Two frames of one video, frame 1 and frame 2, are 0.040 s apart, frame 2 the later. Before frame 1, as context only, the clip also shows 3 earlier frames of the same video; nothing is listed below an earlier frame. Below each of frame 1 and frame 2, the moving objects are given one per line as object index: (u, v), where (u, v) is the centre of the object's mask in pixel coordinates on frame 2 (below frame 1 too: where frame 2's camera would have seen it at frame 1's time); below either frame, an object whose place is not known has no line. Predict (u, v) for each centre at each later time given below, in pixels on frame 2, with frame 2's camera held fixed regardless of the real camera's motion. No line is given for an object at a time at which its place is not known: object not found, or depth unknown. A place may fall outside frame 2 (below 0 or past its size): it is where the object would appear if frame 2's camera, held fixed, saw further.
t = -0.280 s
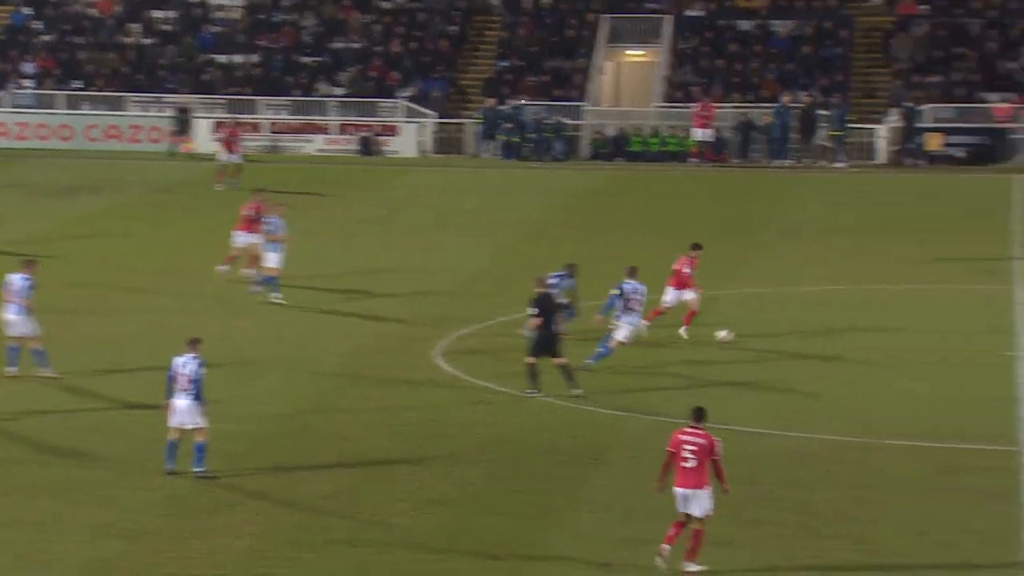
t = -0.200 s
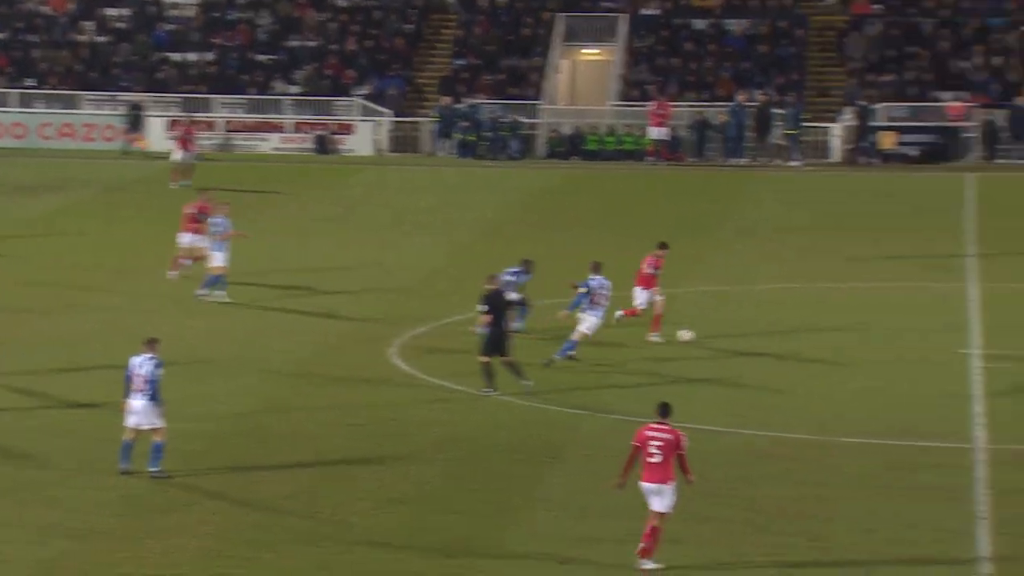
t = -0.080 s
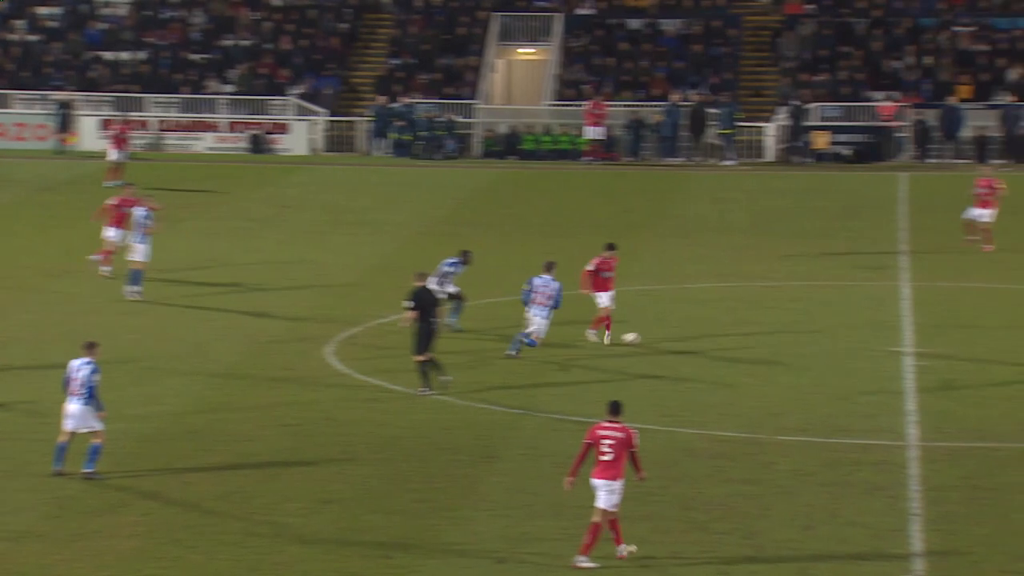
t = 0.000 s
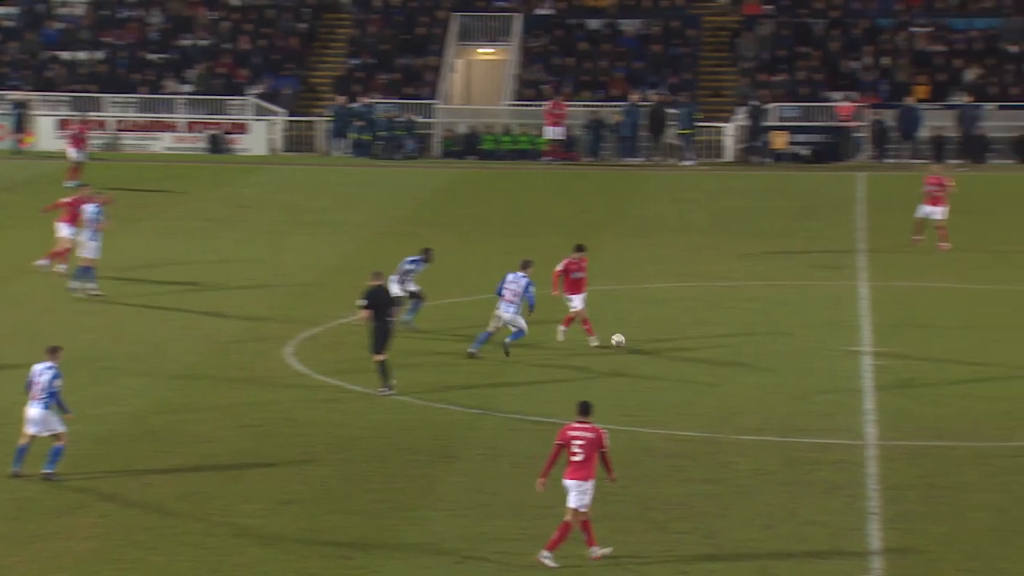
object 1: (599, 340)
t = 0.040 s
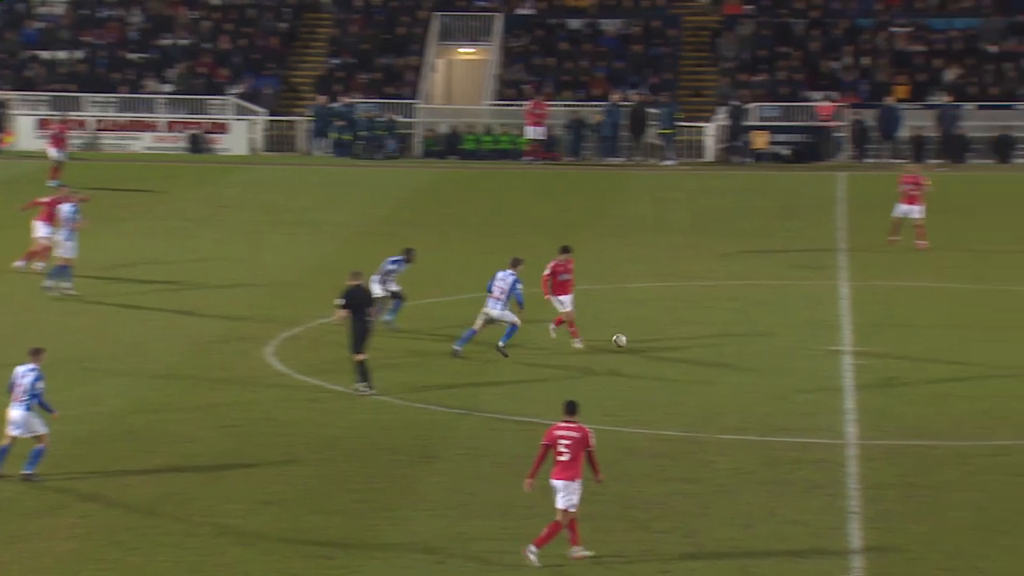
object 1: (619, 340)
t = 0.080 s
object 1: (640, 342)
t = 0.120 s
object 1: (660, 346)
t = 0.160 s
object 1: (680, 347)
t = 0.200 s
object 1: (699, 348)
